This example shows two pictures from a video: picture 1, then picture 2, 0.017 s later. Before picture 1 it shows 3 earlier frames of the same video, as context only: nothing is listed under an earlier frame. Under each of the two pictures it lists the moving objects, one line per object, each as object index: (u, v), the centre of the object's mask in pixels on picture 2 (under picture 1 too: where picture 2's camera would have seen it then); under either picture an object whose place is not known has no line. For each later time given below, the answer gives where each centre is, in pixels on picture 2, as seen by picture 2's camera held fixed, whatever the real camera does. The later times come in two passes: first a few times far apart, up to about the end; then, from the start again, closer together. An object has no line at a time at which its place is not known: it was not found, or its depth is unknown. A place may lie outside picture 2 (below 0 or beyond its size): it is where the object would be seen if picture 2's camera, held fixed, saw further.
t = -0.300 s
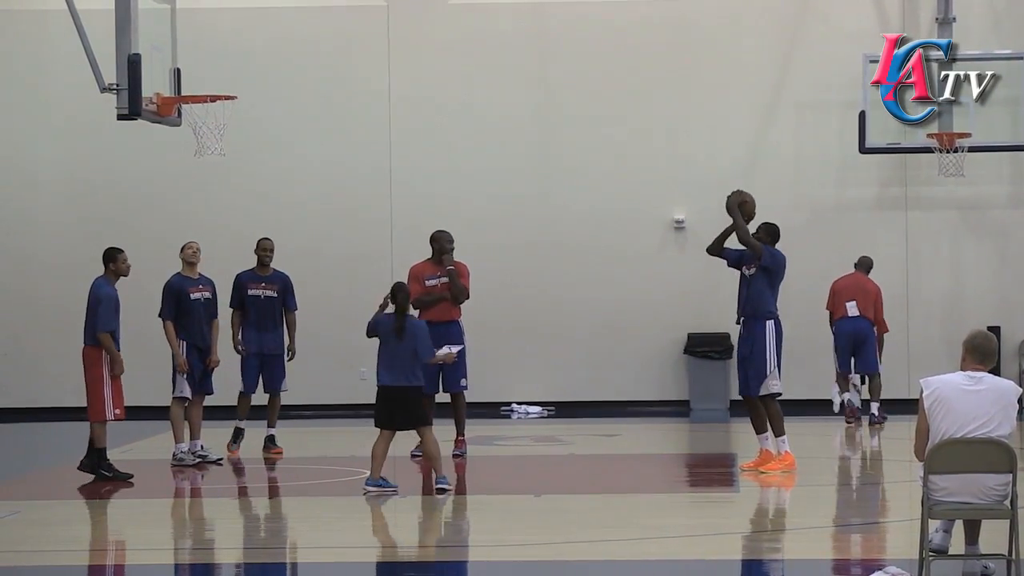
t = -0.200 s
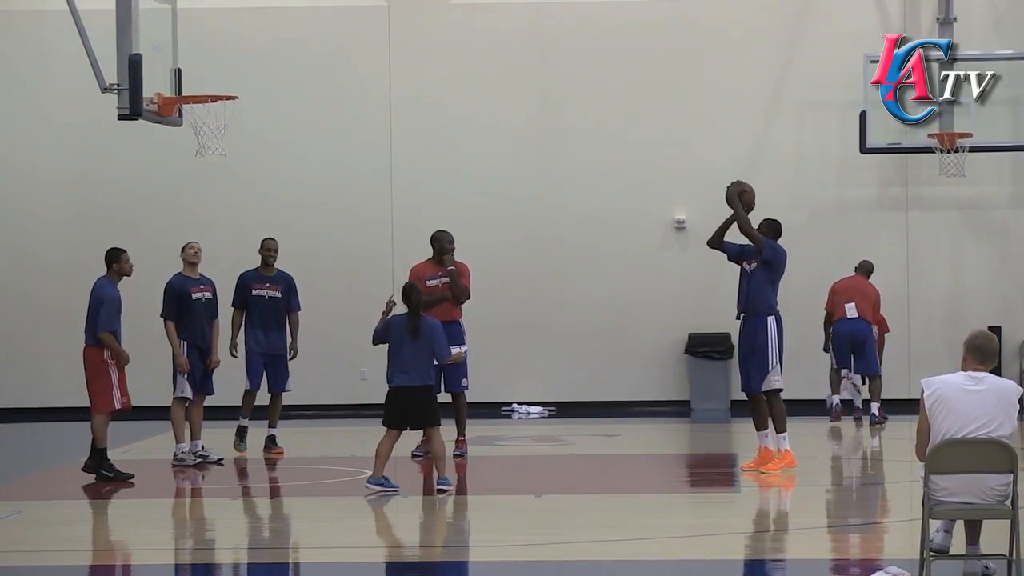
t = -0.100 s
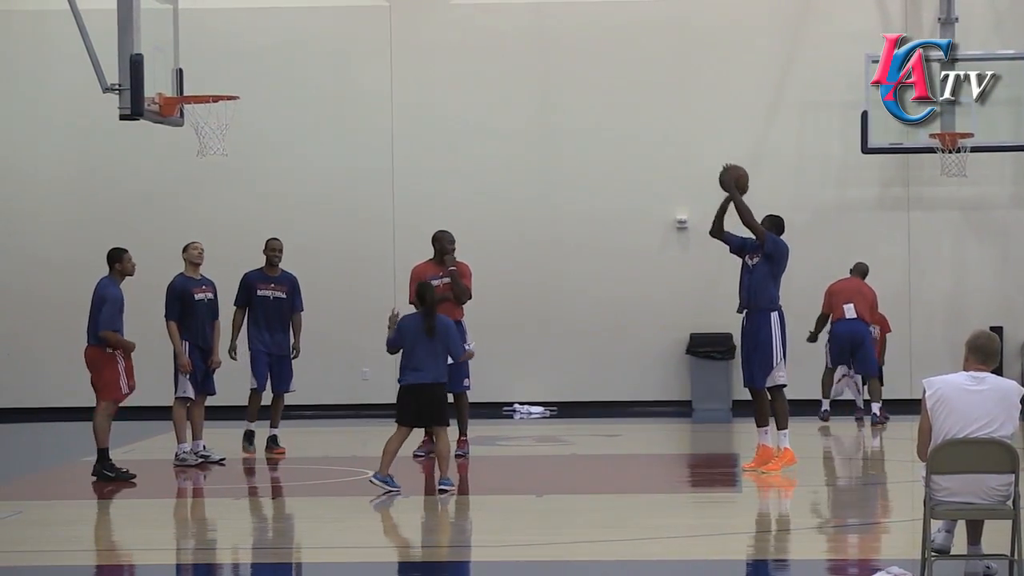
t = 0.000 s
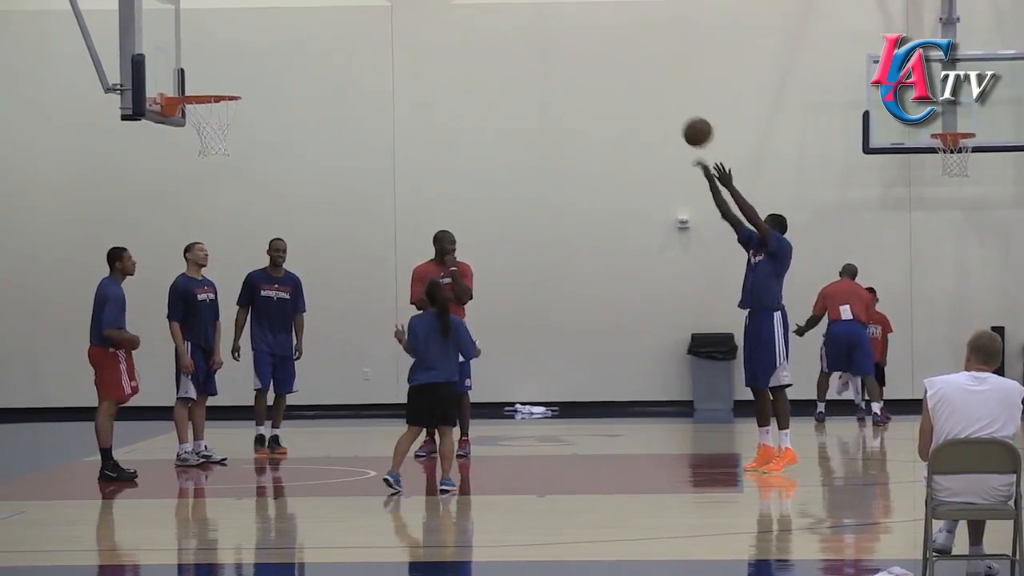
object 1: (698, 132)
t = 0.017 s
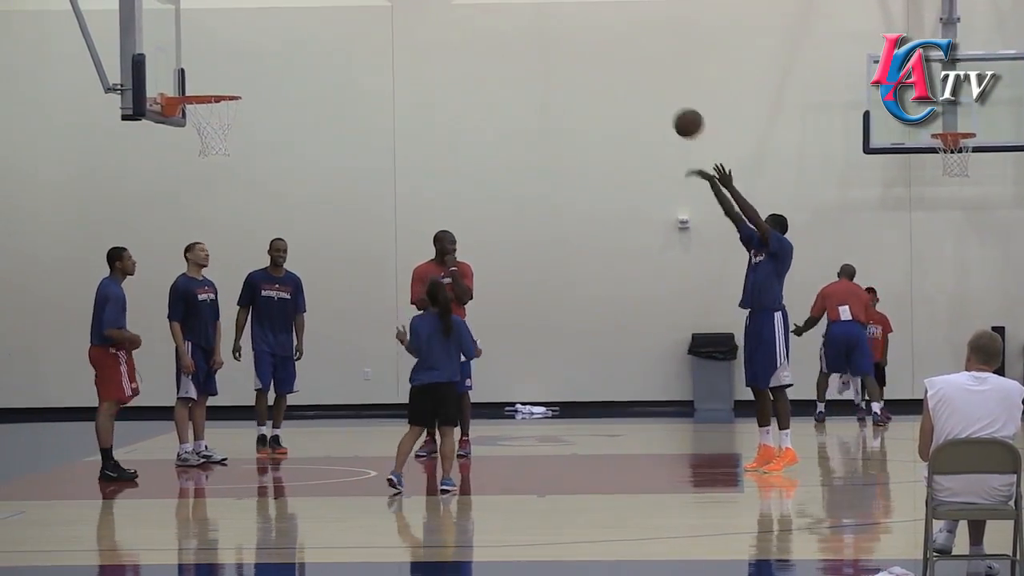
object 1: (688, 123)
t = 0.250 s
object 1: (554, 32)
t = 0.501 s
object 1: (413, 9)
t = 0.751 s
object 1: (274, 55)
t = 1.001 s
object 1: (219, 91)
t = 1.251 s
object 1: (203, 85)
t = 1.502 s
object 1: (218, 121)
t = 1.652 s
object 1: (224, 160)
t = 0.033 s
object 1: (678, 115)
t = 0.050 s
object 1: (669, 106)
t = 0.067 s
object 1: (659, 98)
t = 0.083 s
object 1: (650, 91)
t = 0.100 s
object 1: (640, 83)
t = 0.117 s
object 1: (630, 76)
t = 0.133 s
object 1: (621, 70)
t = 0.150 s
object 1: (611, 64)
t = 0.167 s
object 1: (602, 57)
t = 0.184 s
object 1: (592, 52)
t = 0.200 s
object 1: (583, 46)
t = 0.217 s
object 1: (573, 42)
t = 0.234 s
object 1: (564, 37)
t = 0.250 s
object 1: (554, 32)
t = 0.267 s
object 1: (545, 28)
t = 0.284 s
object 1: (535, 25)
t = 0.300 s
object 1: (525, 21)
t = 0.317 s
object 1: (516, 18)
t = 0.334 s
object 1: (506, 15)
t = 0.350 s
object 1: (497, 13)
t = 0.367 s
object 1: (487, 12)
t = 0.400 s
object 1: (468, 10)
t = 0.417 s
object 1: (459, 10)
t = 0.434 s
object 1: (450, 9)
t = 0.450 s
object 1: (441, 9)
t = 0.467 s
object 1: (431, 9)
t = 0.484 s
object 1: (422, 9)
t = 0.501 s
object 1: (413, 9)
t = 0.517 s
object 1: (403, 10)
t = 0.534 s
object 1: (394, 11)
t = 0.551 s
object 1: (385, 12)
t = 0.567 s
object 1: (376, 13)
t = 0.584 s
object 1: (367, 14)
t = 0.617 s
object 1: (348, 20)
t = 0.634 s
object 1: (339, 23)
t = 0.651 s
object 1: (329, 27)
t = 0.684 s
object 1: (311, 35)
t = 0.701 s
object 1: (302, 40)
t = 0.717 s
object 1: (292, 44)
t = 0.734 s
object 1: (283, 50)
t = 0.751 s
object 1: (274, 55)
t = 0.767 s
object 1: (265, 61)
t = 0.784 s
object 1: (255, 67)
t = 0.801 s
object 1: (246, 74)
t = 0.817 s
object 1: (237, 81)
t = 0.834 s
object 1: (229, 83)
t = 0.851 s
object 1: (223, 84)
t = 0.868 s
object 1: (216, 85)
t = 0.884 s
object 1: (210, 86)
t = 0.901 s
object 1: (203, 87)
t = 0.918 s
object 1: (198, 88)
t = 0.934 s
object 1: (198, 91)
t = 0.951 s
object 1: (203, 91)
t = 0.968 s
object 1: (208, 87)
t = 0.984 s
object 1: (213, 90)
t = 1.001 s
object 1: (219, 91)
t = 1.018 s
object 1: (224, 91)
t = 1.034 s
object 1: (225, 91)
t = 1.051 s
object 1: (222, 89)
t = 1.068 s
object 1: (220, 88)
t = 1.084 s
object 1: (218, 87)
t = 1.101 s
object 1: (215, 84)
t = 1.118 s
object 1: (213, 84)
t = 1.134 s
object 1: (210, 84)
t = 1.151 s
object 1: (208, 84)
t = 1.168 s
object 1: (205, 85)
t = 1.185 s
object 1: (203, 85)
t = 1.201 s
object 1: (201, 86)
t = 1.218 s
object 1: (202, 85)
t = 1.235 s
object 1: (203, 85)
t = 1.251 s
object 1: (203, 85)
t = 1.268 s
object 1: (204, 86)
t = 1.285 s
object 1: (205, 86)
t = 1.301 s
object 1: (205, 86)
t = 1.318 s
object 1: (206, 87)
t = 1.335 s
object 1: (207, 91)
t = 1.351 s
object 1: (207, 93)
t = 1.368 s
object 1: (209, 95)
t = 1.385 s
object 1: (210, 101)
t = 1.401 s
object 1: (211, 103)
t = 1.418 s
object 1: (212, 105)
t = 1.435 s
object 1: (214, 108)
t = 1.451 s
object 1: (214, 111)
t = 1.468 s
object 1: (215, 114)
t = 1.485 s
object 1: (216, 117)
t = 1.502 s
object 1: (218, 121)
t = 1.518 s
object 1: (219, 125)
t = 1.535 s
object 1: (220, 129)
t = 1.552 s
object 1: (221, 133)
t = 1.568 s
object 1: (222, 137)
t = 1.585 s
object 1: (222, 141)
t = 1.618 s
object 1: (223, 149)
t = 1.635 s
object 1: (224, 155)
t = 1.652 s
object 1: (224, 160)
